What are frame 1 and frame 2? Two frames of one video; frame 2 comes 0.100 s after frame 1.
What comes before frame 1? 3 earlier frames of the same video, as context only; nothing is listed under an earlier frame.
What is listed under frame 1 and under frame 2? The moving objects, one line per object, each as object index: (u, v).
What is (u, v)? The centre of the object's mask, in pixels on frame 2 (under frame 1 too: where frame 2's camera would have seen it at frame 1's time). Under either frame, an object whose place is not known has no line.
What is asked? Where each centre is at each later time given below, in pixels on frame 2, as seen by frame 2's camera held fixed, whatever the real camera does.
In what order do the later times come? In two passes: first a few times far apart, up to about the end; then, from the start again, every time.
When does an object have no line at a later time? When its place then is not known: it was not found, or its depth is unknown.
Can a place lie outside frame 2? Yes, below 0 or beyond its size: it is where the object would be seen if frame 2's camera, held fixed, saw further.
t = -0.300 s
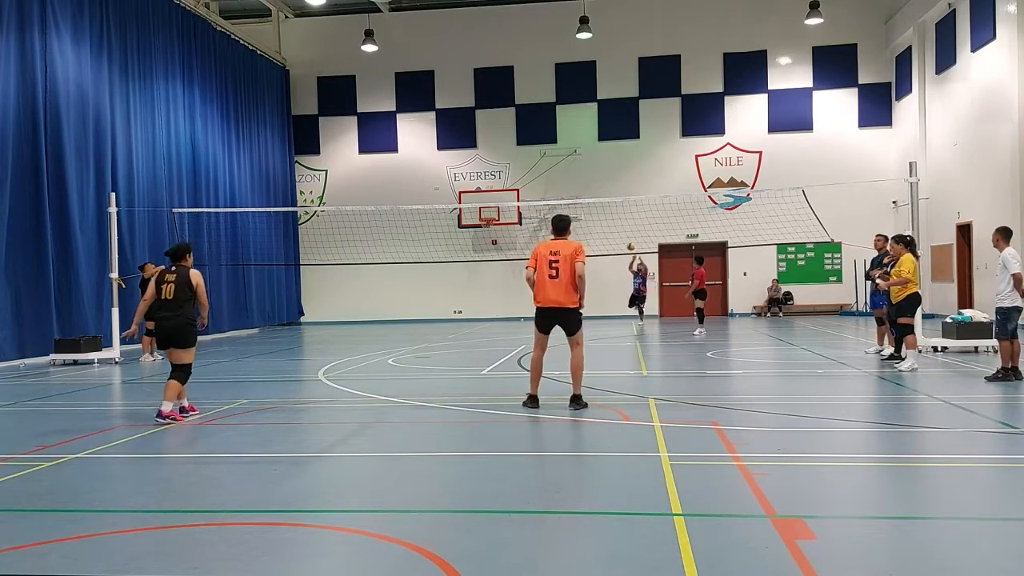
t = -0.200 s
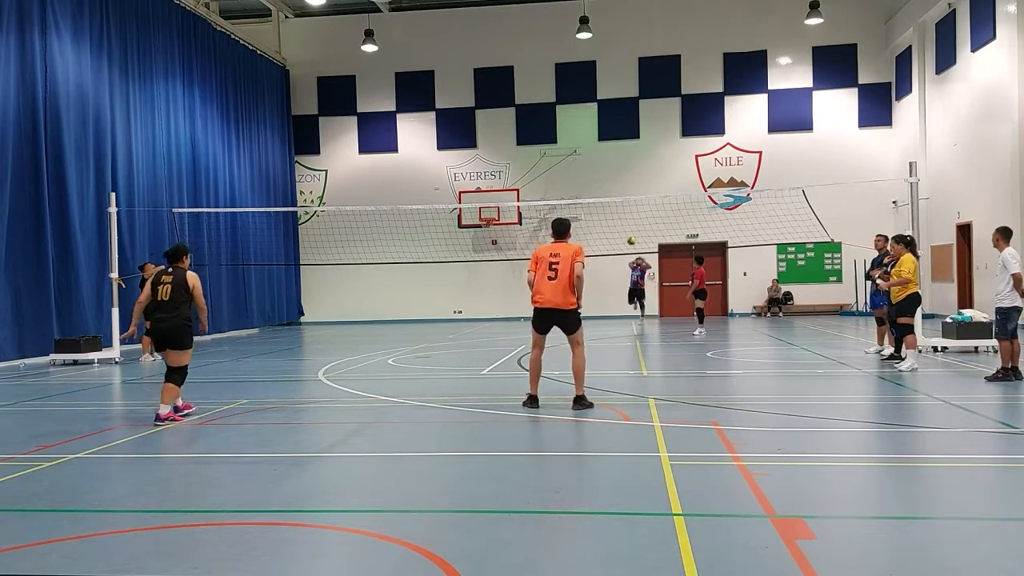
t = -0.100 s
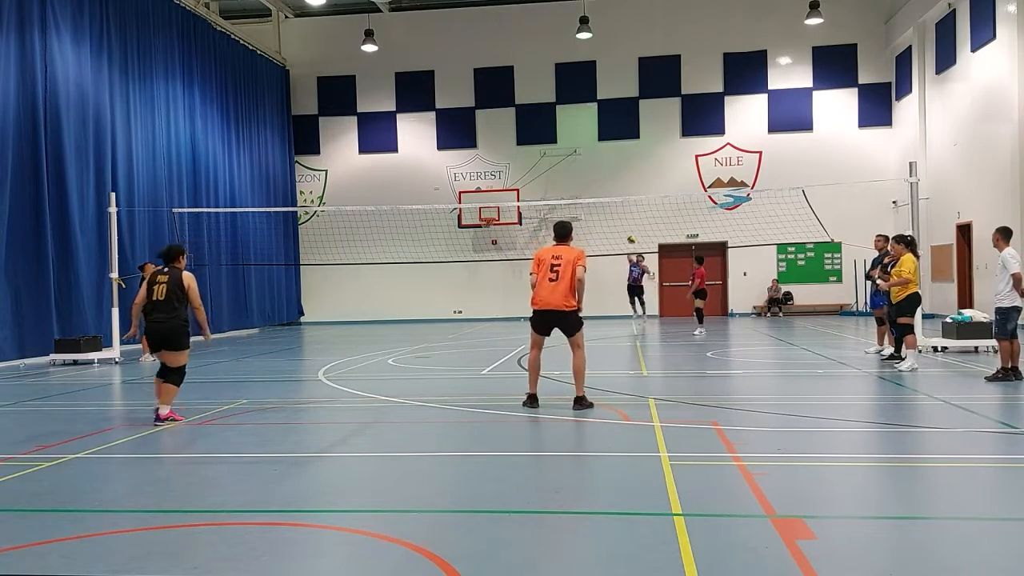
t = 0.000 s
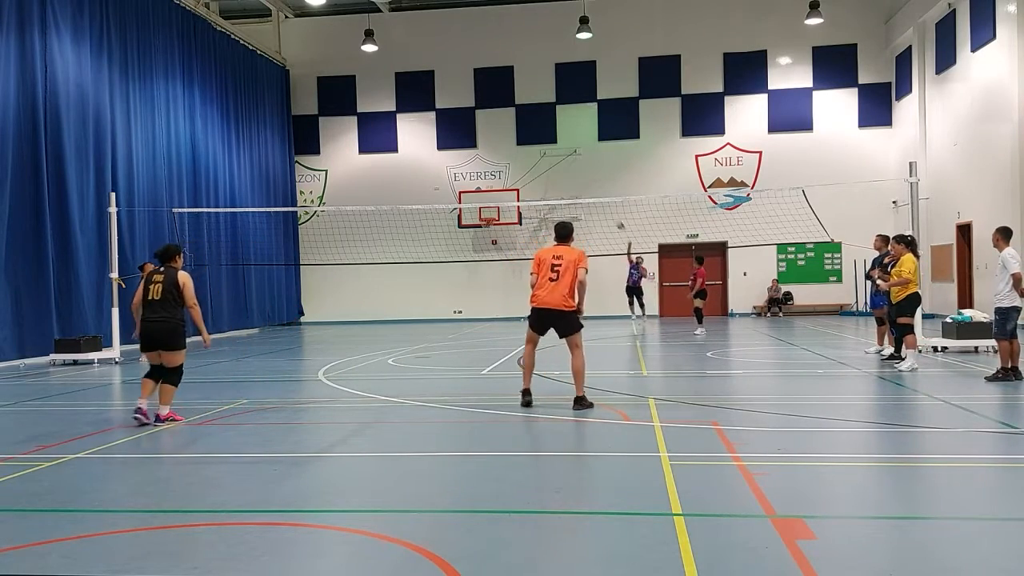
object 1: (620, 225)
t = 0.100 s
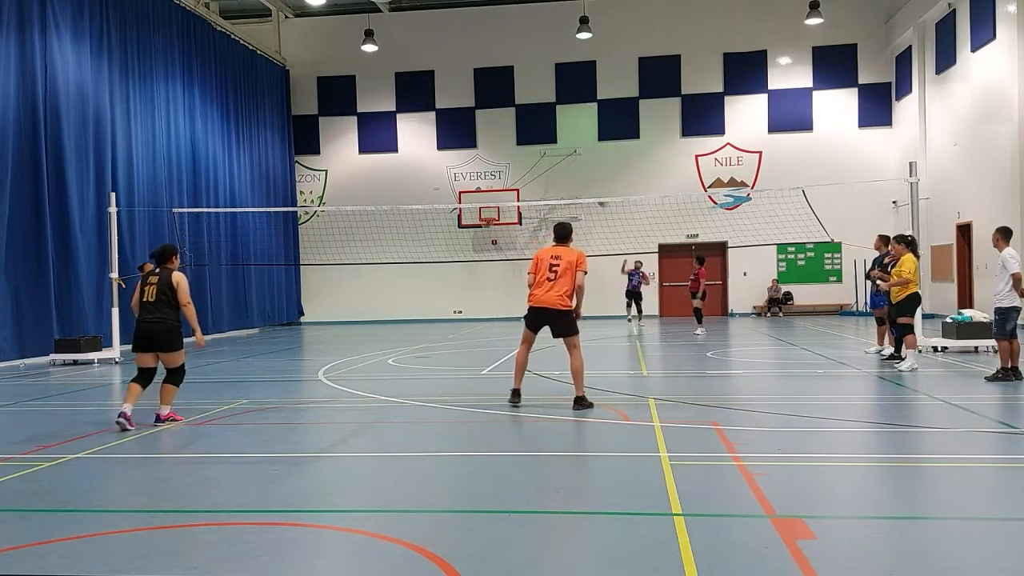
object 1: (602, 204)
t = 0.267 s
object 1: (569, 171)
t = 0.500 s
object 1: (515, 142)
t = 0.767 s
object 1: (446, 145)
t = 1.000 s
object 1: (376, 193)
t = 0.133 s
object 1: (594, 195)
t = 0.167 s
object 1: (588, 189)
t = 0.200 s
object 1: (582, 183)
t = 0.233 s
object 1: (575, 176)
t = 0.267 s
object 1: (569, 171)
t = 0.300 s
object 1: (561, 165)
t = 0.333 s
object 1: (554, 160)
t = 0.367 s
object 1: (546, 155)
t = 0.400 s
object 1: (539, 151)
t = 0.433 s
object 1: (531, 148)
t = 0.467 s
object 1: (523, 145)
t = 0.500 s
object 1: (515, 142)
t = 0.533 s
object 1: (506, 139)
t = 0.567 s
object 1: (498, 138)
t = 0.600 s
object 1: (490, 138)
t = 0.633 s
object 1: (481, 137)
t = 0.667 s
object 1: (473, 139)
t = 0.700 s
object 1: (464, 140)
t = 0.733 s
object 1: (455, 142)
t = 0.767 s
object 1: (446, 145)
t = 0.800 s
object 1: (438, 149)
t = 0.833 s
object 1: (428, 154)
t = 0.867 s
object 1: (417, 160)
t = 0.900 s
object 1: (408, 167)
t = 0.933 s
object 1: (397, 174)
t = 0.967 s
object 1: (387, 184)
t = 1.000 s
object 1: (376, 193)
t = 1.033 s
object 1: (365, 205)
